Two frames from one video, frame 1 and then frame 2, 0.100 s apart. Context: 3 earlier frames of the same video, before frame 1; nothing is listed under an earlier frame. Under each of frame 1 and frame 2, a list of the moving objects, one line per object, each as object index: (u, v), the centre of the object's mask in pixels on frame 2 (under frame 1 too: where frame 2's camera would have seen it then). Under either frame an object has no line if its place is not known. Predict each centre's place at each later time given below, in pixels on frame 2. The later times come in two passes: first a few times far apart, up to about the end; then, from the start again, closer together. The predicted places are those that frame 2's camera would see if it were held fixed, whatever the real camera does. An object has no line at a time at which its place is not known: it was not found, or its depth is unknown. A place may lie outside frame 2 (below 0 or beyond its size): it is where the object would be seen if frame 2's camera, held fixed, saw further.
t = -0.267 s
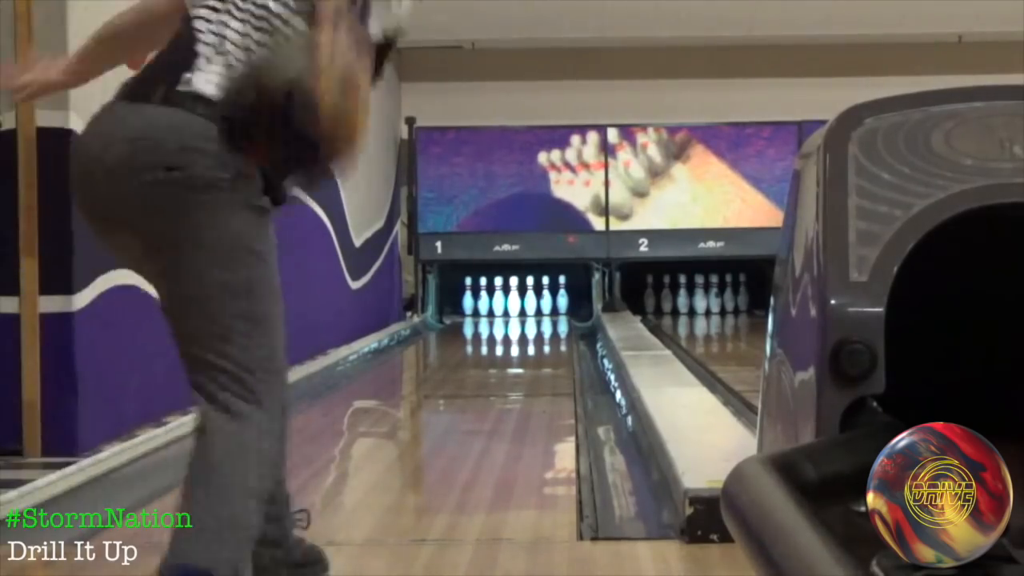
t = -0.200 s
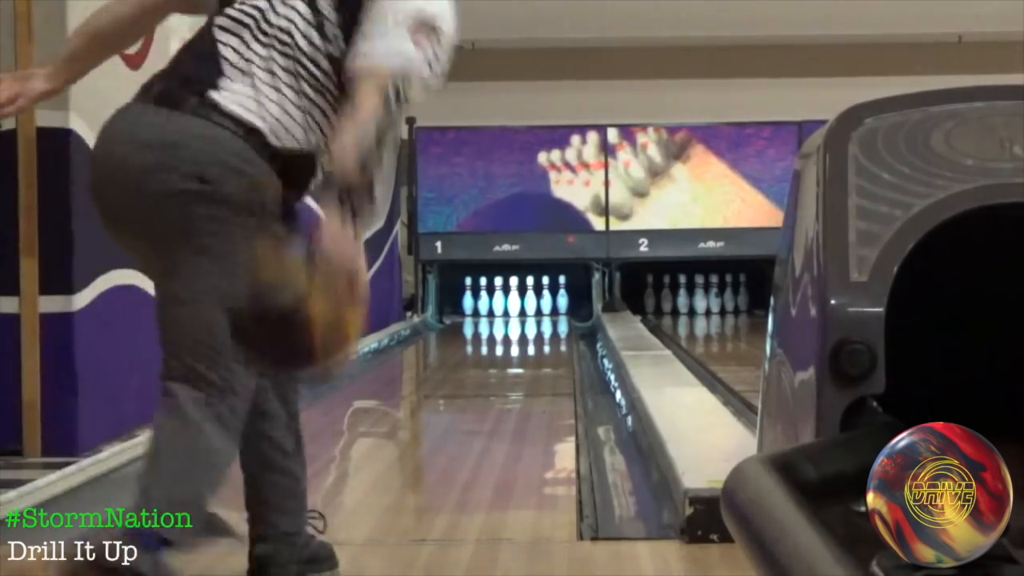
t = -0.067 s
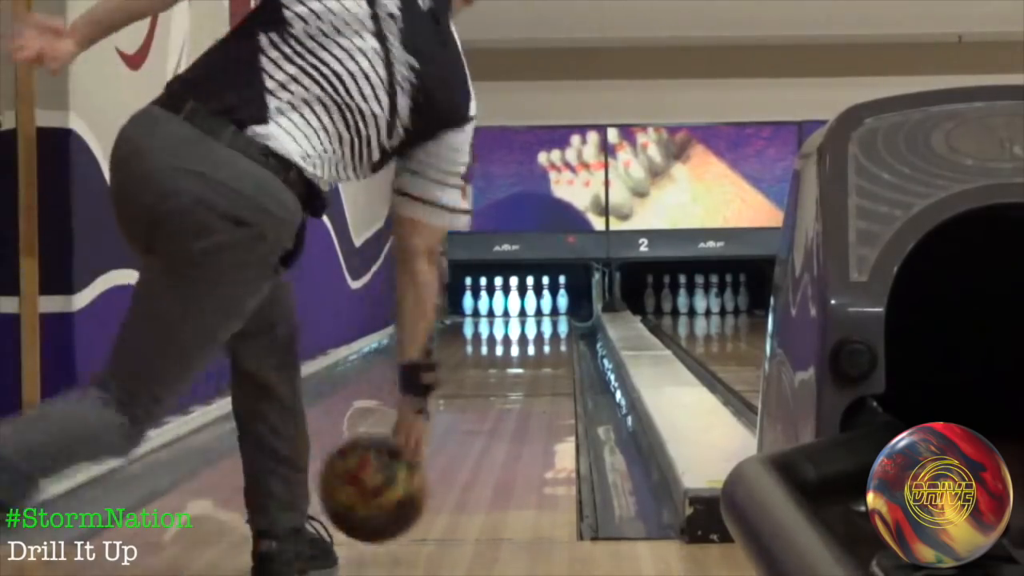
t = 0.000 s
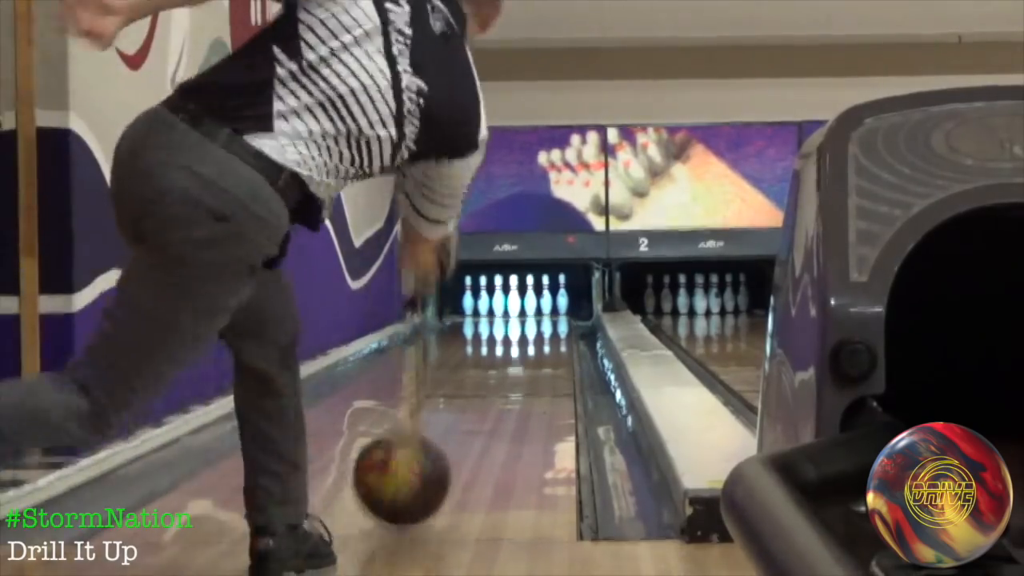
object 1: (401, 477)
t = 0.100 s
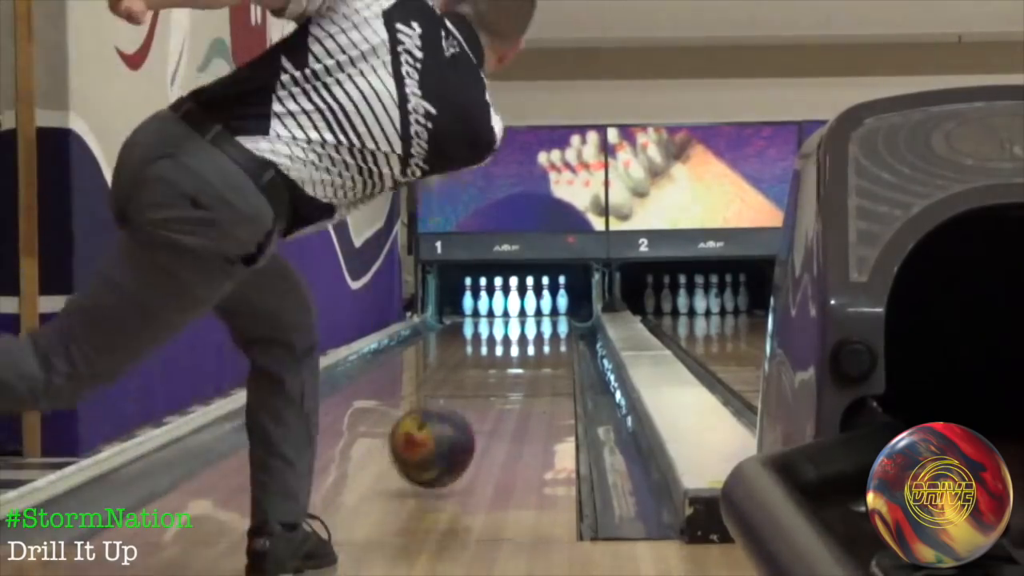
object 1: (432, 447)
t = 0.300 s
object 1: (474, 413)
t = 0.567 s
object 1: (507, 378)
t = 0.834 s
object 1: (525, 357)
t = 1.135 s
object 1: (536, 340)
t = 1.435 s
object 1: (539, 328)
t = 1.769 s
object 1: (538, 318)
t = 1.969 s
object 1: (536, 313)
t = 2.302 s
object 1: (526, 308)
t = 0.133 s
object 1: (440, 444)
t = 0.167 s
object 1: (448, 437)
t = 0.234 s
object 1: (462, 424)
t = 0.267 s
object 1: (468, 418)
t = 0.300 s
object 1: (474, 413)
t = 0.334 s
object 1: (478, 405)
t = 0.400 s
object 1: (488, 397)
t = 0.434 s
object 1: (492, 393)
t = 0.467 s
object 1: (497, 388)
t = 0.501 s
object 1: (500, 384)
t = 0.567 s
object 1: (507, 378)
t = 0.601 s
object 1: (509, 375)
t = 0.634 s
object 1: (512, 372)
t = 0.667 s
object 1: (514, 370)
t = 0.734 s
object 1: (518, 365)
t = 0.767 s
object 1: (522, 362)
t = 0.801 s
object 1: (523, 360)
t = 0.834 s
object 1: (525, 357)
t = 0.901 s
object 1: (527, 351)
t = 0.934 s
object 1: (528, 350)
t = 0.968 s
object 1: (531, 349)
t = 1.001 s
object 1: (532, 348)
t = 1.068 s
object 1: (535, 343)
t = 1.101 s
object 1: (534, 340)
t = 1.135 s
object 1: (536, 340)
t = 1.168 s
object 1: (536, 339)
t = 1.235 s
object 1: (537, 335)
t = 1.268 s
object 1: (538, 334)
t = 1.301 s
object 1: (538, 332)
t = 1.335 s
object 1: (538, 332)
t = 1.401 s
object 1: (537, 329)
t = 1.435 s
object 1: (539, 328)
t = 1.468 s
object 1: (538, 327)
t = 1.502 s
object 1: (538, 326)
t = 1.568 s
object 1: (539, 323)
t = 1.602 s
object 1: (538, 322)
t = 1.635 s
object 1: (539, 321)
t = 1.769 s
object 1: (538, 318)
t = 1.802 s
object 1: (538, 316)
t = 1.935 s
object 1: (536, 314)
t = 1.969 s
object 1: (536, 313)
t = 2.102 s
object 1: (533, 312)
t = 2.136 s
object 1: (532, 310)
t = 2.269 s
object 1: (527, 309)
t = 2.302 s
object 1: (526, 308)
